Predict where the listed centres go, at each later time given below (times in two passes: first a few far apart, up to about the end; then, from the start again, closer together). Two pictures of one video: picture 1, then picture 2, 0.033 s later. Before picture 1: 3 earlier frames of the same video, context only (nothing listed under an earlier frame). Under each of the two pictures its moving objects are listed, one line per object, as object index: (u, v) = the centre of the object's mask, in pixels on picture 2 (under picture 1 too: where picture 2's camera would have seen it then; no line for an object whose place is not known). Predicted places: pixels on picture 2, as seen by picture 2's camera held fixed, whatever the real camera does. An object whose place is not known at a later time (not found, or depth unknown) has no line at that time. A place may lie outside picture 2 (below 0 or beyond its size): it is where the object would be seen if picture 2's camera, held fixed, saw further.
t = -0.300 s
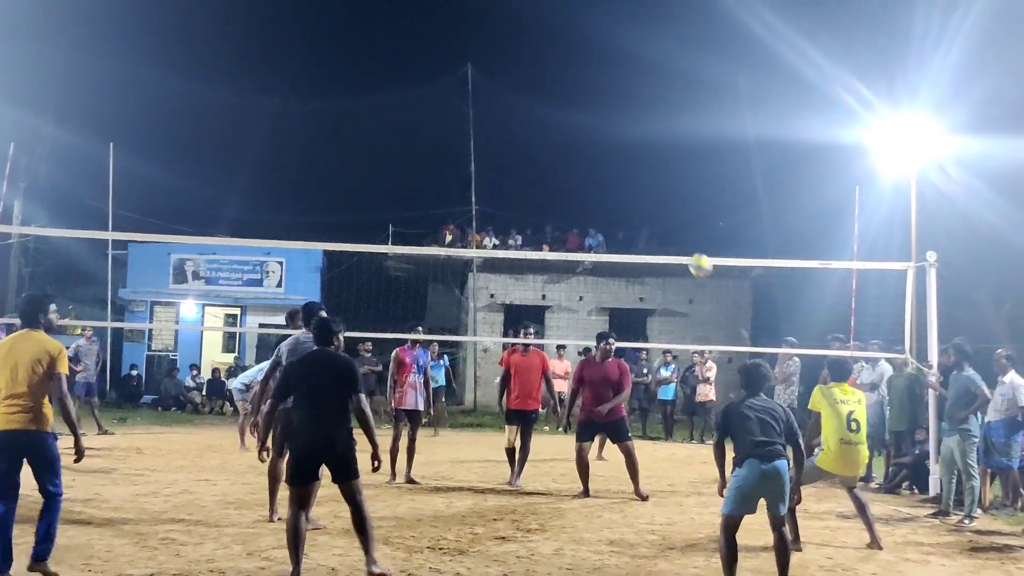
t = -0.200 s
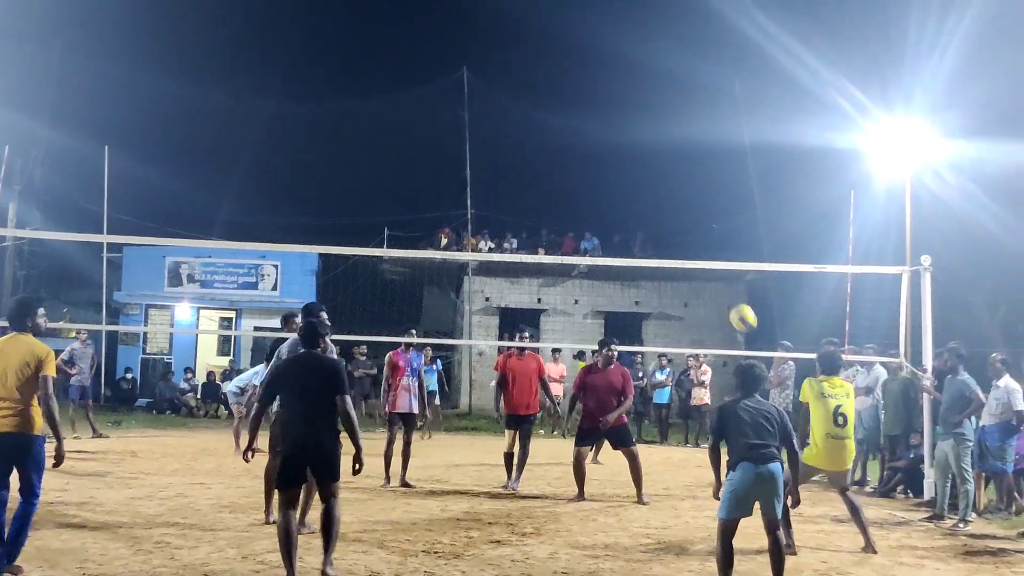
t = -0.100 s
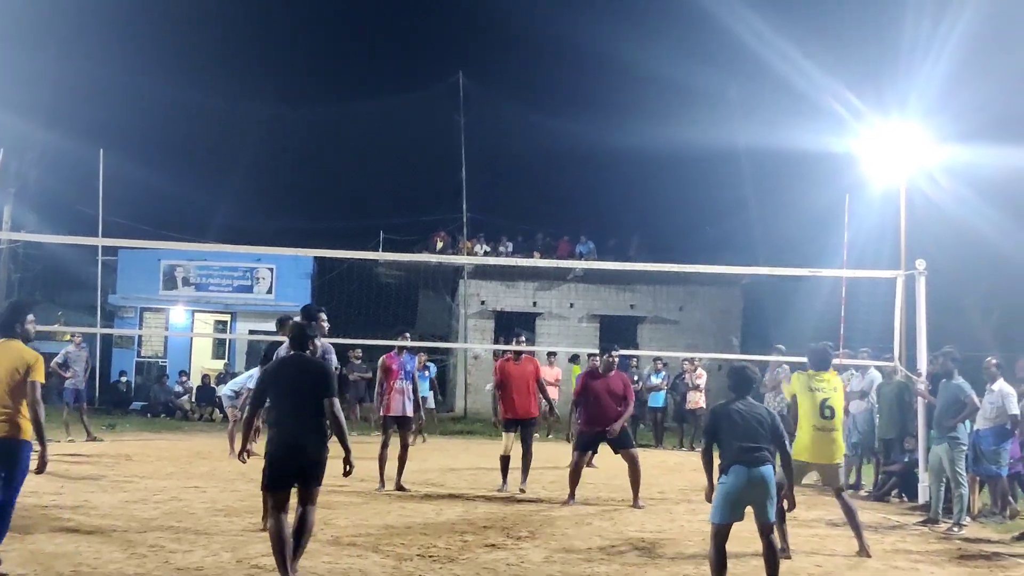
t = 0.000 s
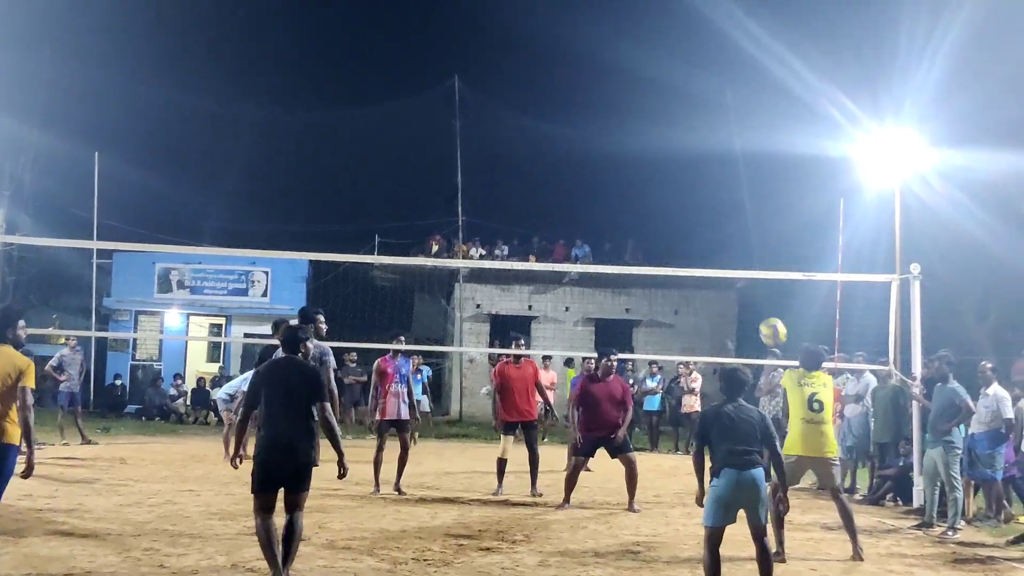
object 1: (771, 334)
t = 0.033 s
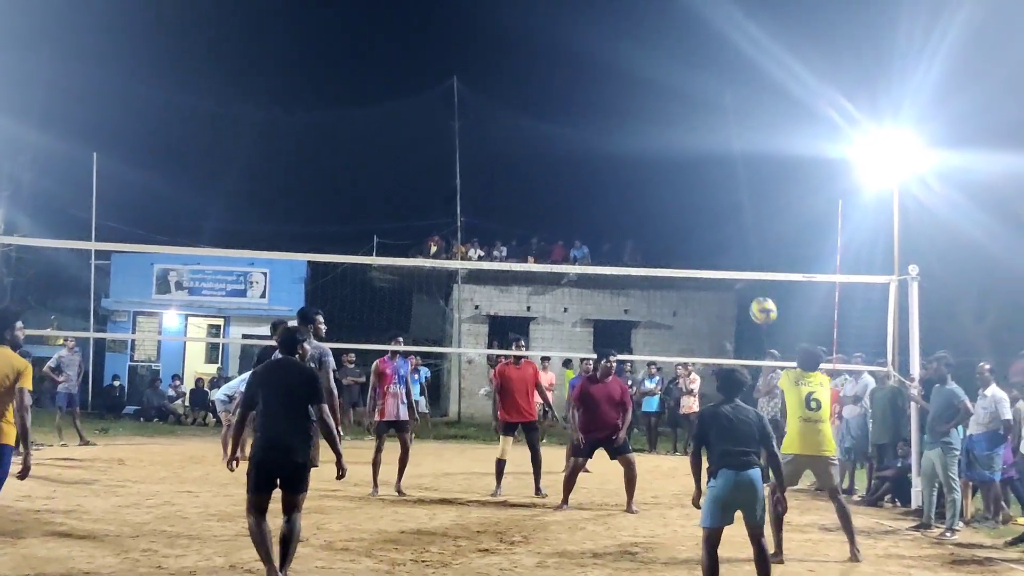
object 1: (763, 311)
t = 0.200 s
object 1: (726, 224)
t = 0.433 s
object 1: (676, 159)
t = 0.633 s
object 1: (637, 150)
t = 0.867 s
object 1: (591, 189)
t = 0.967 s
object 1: (571, 220)
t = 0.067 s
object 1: (755, 291)
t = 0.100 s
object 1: (748, 272)
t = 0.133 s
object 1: (740, 254)
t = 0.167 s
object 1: (733, 238)
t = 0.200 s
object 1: (726, 224)
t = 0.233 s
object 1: (718, 210)
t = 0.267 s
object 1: (711, 198)
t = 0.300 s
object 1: (704, 188)
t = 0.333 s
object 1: (697, 179)
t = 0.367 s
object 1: (690, 171)
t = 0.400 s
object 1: (683, 164)
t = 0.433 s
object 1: (676, 159)
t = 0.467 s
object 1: (670, 154)
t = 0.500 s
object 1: (662, 151)
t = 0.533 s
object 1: (655, 150)
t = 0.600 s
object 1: (644, 149)
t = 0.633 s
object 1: (637, 150)
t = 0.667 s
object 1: (630, 152)
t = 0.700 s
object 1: (624, 156)
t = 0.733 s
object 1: (618, 160)
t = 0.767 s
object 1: (611, 165)
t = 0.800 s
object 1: (603, 172)
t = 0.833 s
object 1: (597, 180)
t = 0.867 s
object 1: (591, 189)
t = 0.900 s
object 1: (584, 198)
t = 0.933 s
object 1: (577, 208)
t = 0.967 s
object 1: (571, 220)
